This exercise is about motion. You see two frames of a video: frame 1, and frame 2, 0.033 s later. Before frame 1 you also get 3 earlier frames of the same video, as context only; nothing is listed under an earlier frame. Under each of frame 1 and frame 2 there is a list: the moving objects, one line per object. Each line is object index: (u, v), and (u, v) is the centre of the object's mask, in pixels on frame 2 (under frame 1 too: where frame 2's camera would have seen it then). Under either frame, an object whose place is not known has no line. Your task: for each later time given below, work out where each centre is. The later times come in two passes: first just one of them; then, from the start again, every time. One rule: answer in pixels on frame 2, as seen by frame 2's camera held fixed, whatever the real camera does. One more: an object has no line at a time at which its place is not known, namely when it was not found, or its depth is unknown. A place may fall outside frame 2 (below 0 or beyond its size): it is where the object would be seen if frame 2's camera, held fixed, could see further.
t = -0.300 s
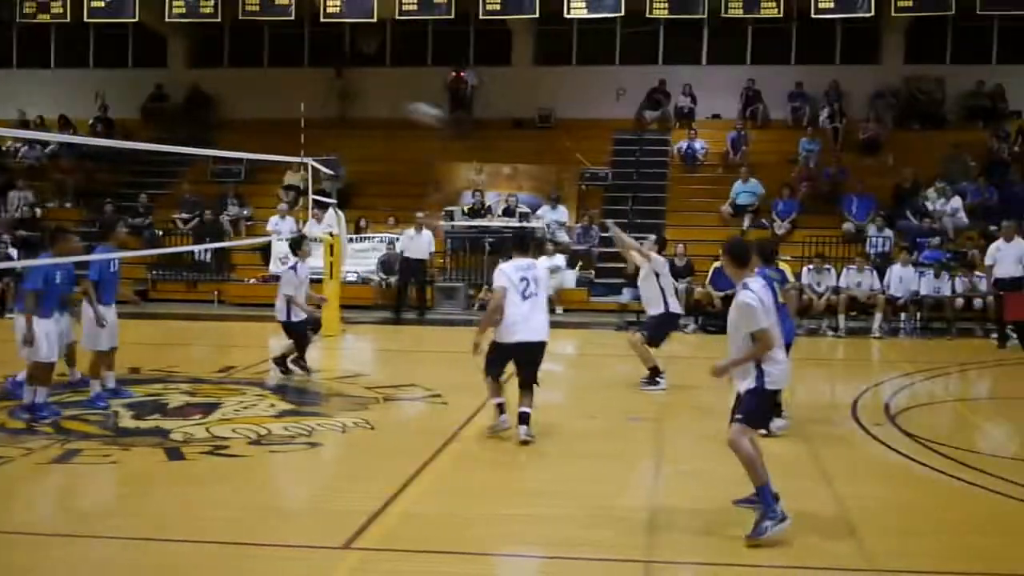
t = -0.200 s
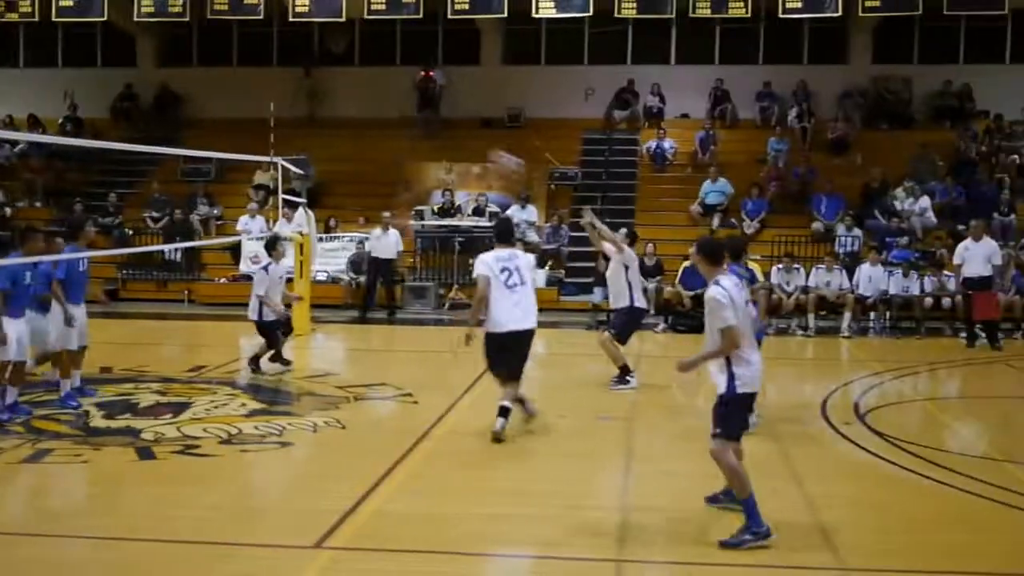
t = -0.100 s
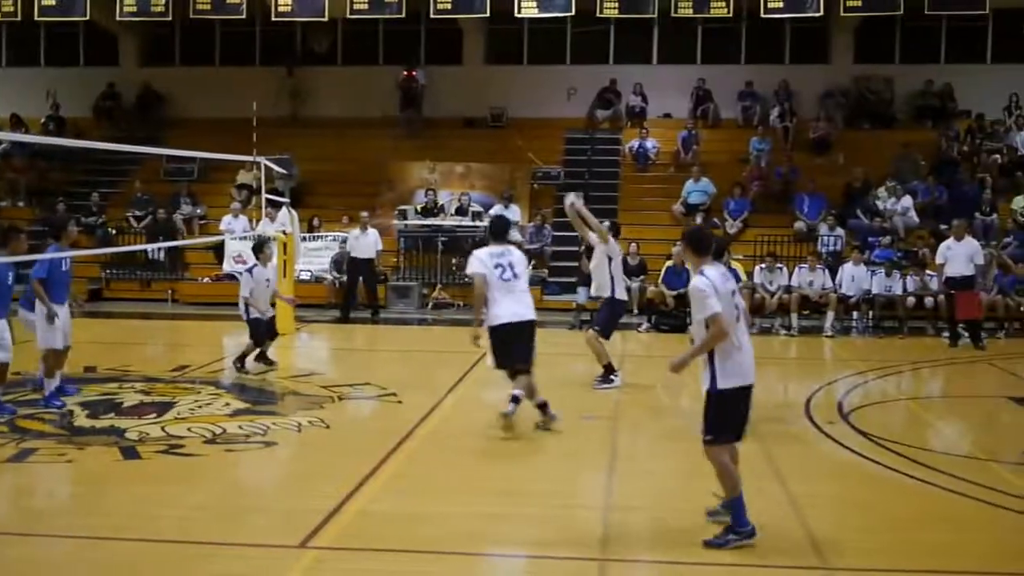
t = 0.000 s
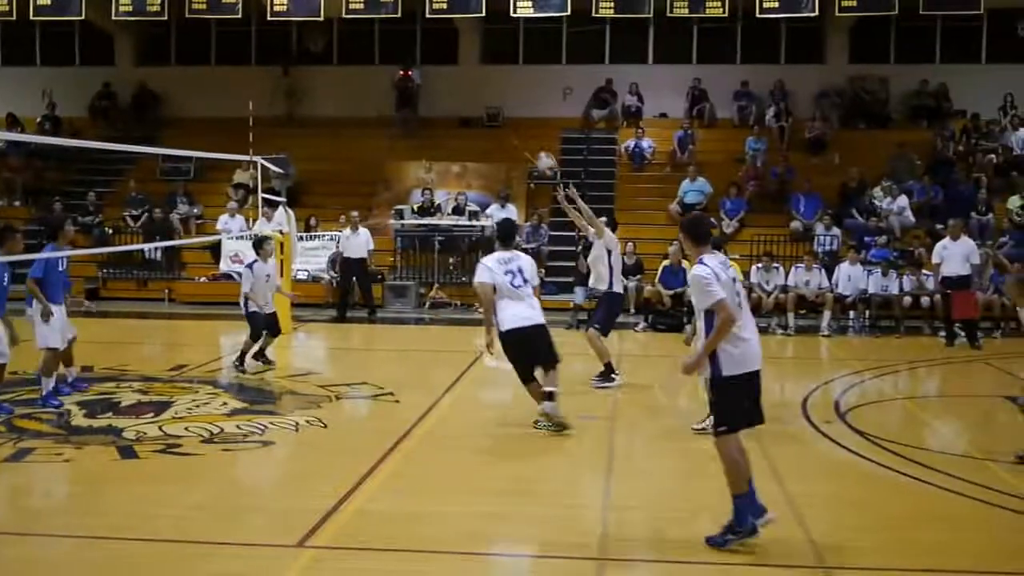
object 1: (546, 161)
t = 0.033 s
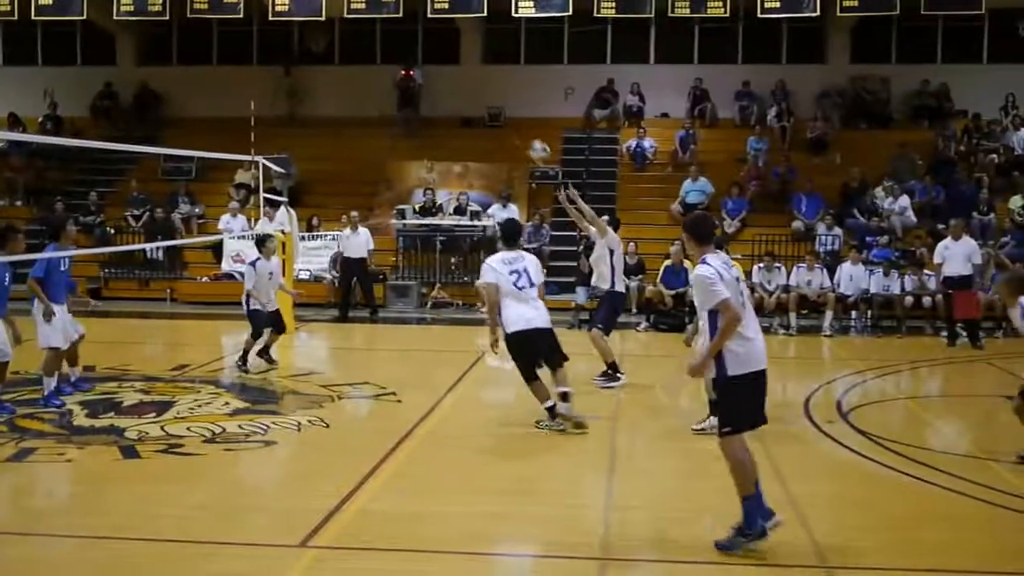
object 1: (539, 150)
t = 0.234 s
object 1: (492, 101)
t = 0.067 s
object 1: (531, 139)
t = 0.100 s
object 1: (522, 129)
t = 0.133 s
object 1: (515, 120)
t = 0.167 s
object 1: (506, 112)
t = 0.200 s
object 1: (500, 104)
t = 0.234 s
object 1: (492, 101)
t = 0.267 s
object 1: (484, 94)
